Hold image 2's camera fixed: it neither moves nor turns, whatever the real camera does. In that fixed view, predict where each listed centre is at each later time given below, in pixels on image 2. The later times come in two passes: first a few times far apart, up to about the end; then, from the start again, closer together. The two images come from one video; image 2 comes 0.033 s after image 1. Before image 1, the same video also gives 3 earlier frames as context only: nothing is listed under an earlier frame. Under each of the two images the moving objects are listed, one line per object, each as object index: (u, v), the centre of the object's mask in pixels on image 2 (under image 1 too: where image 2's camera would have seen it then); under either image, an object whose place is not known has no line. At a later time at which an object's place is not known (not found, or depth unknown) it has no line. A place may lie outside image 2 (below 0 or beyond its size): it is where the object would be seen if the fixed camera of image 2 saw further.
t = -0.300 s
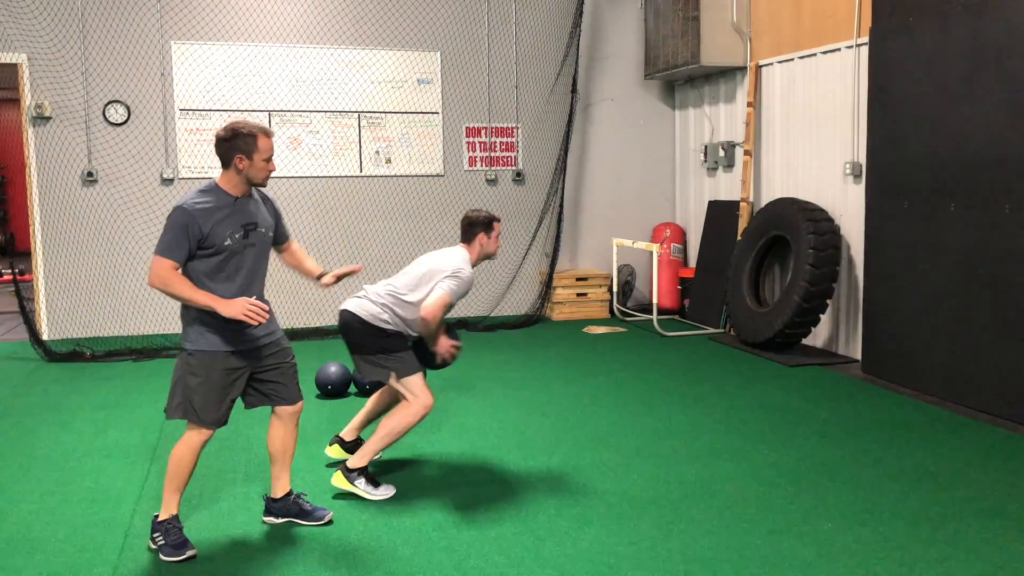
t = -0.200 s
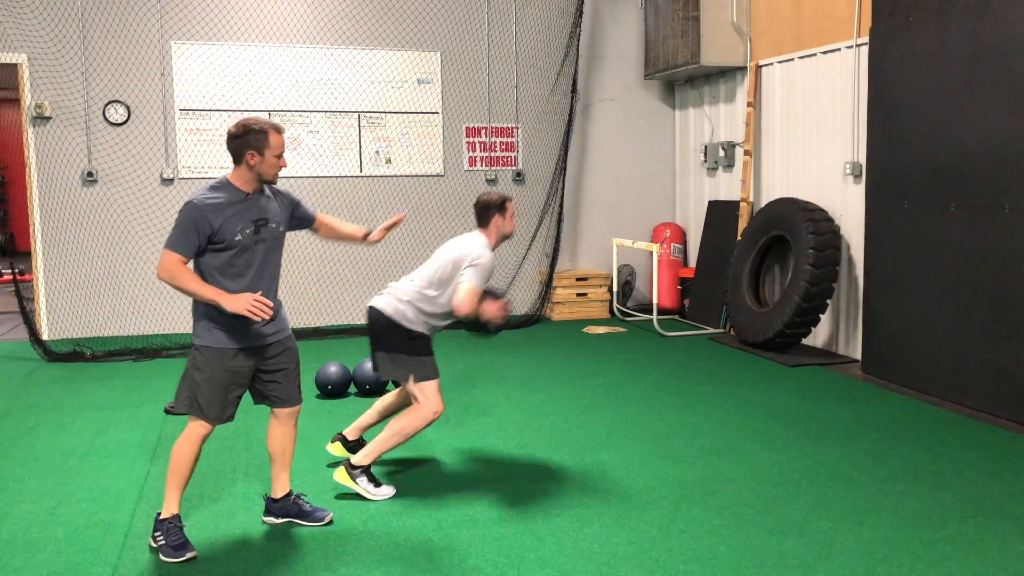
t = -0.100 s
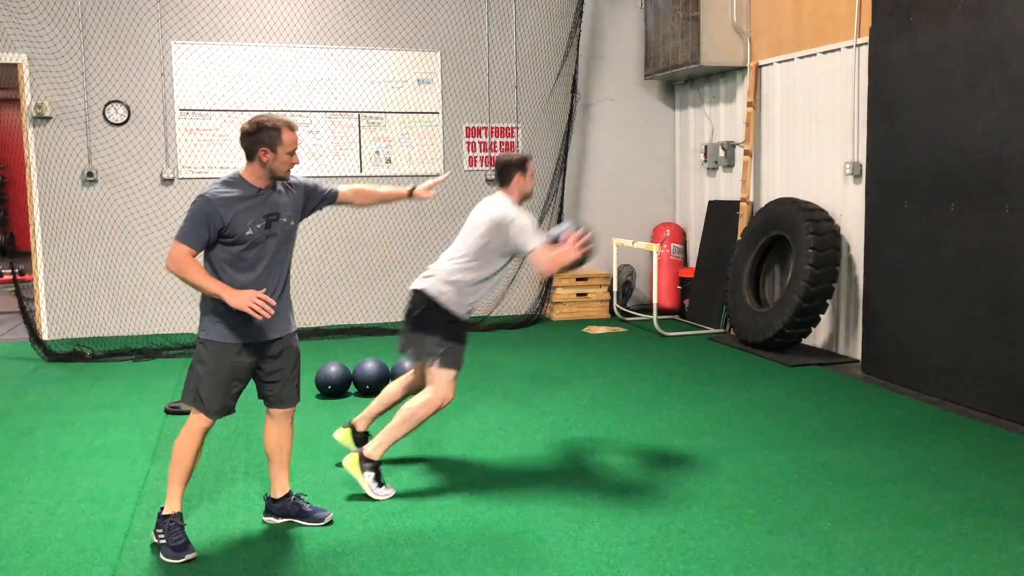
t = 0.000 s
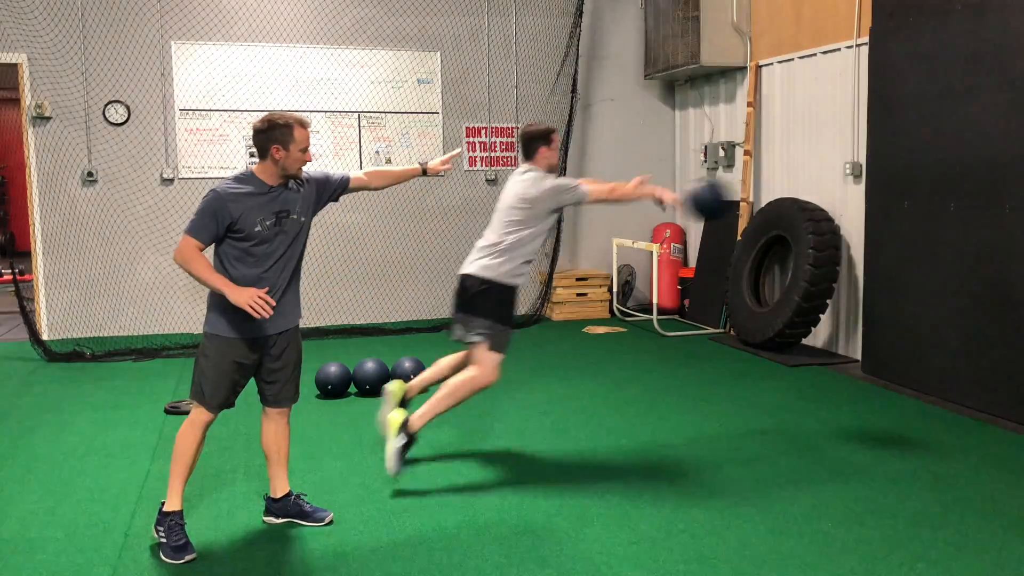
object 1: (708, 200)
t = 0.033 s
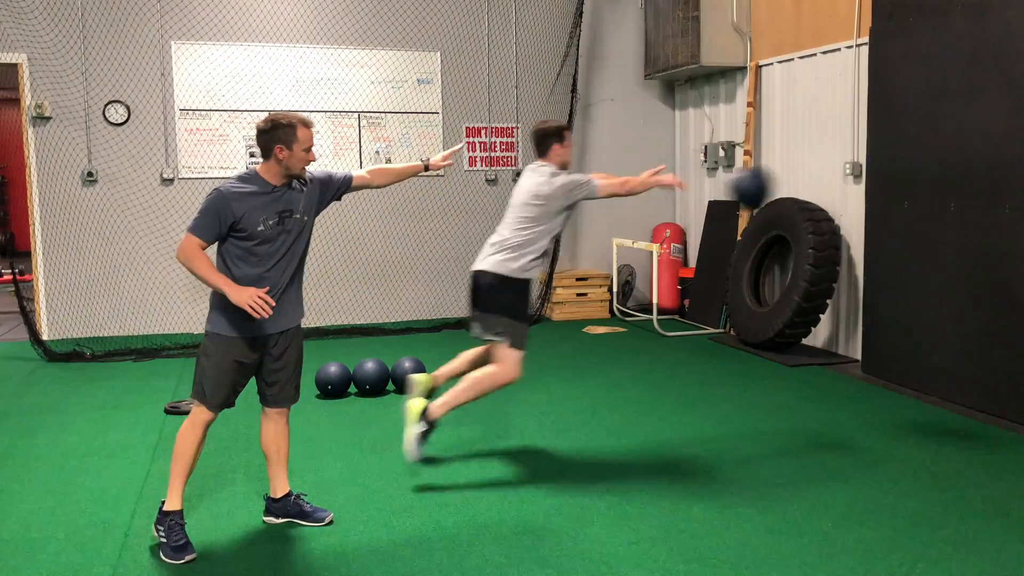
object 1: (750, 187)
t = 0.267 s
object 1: (964, 149)
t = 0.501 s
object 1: (914, 189)
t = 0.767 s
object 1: (832, 365)
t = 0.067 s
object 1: (792, 177)
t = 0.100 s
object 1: (832, 170)
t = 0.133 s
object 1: (870, 164)
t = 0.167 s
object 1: (905, 159)
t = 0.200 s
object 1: (941, 156)
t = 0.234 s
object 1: (971, 153)
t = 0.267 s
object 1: (964, 149)
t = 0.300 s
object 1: (960, 147)
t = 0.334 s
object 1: (955, 147)
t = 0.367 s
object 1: (948, 150)
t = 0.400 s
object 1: (941, 157)
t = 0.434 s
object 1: (933, 166)
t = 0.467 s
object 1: (924, 176)
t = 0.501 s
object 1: (914, 189)
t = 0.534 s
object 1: (905, 204)
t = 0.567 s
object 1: (895, 221)
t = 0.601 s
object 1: (885, 240)
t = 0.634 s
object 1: (876, 260)
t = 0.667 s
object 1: (866, 284)
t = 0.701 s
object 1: (853, 309)
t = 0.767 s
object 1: (832, 365)
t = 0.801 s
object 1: (822, 396)
